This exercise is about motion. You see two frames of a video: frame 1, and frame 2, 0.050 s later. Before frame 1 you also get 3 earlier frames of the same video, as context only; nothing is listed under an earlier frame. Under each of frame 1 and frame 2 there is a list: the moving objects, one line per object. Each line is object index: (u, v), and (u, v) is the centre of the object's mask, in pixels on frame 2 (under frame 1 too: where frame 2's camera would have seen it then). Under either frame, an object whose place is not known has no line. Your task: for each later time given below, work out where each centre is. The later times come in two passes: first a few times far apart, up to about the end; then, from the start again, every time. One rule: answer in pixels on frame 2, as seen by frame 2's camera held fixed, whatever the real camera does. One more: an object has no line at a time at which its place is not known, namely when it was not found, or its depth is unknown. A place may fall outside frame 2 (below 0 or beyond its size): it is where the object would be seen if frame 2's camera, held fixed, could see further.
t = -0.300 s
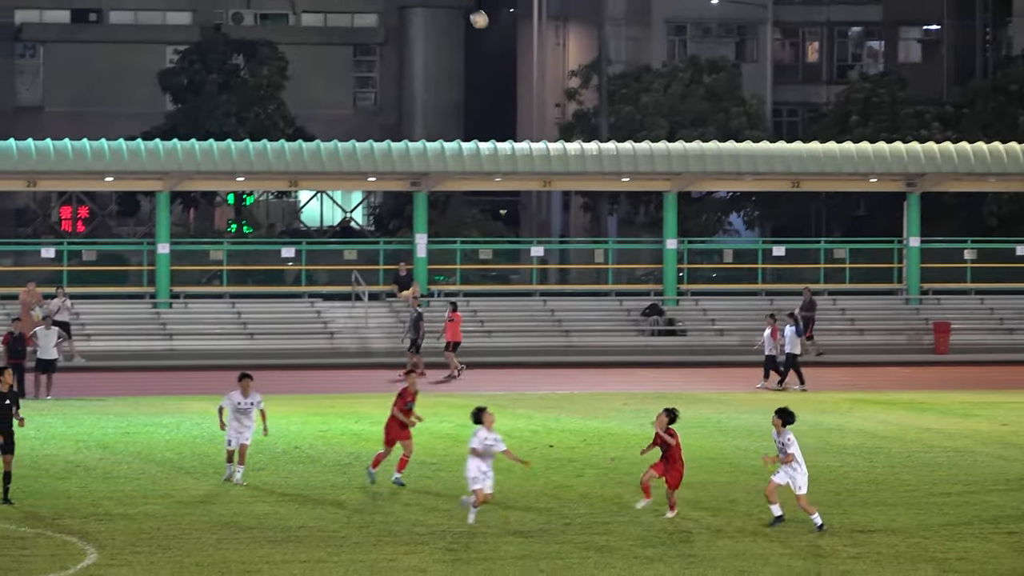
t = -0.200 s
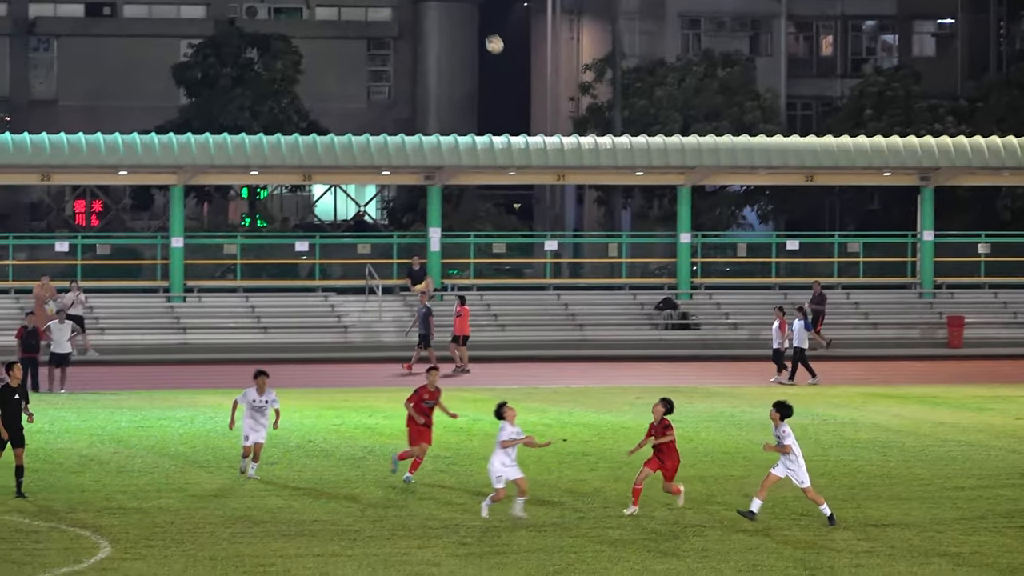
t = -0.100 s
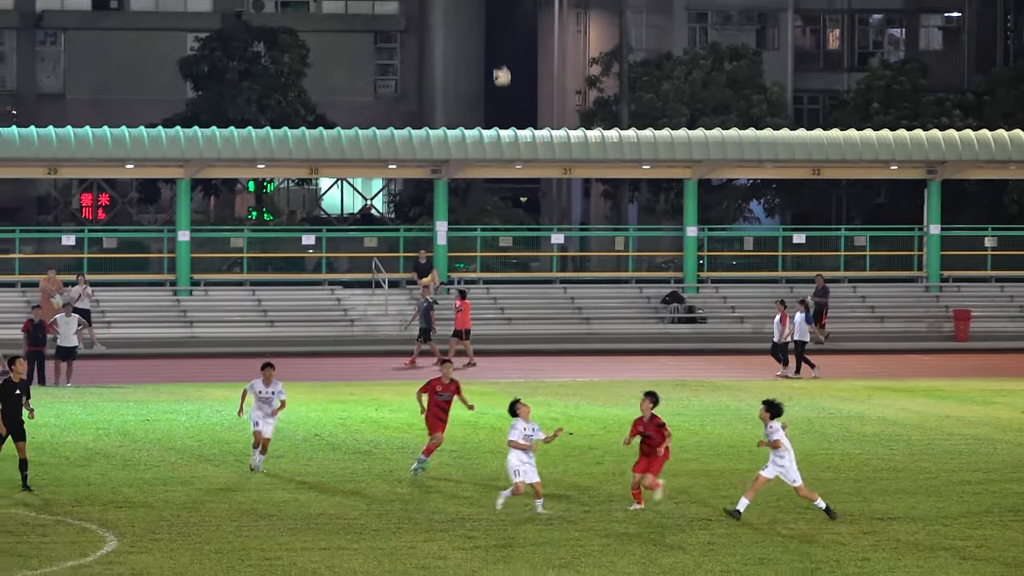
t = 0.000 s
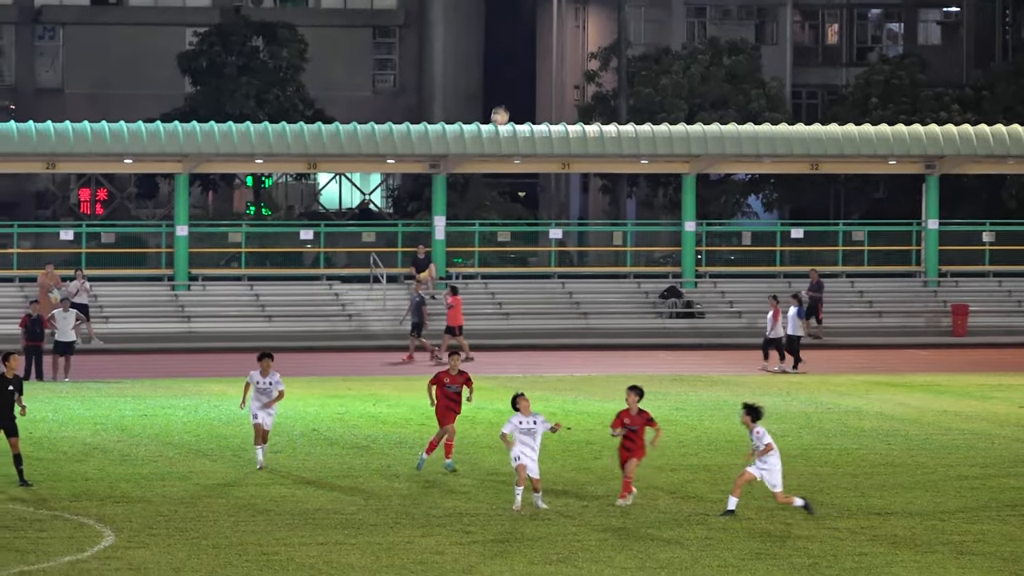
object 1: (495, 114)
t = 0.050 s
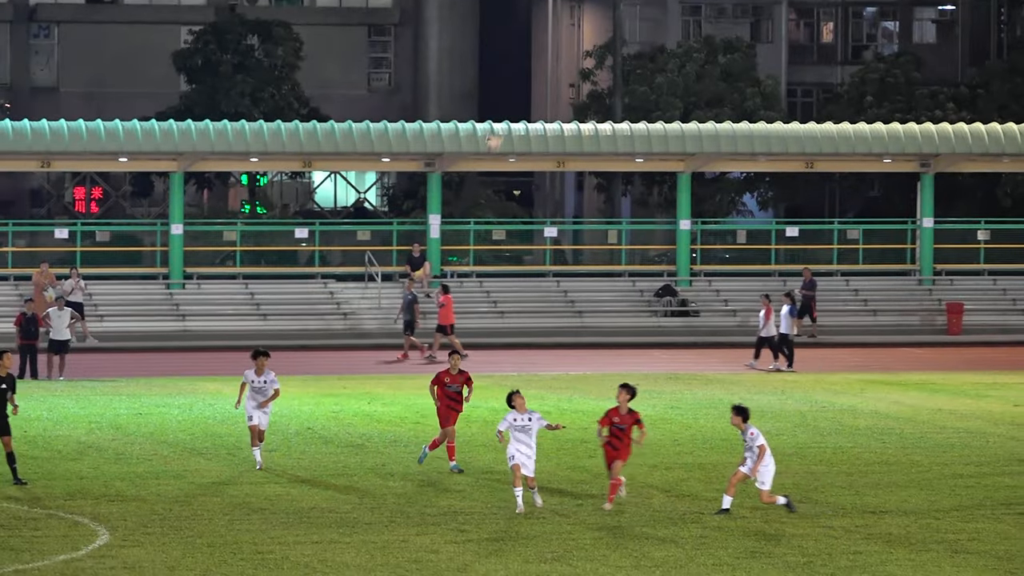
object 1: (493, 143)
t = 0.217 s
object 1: (488, 241)
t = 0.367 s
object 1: (481, 347)
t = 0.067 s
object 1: (493, 151)
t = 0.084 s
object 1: (493, 159)
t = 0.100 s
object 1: (493, 170)
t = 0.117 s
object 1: (492, 180)
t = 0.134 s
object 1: (492, 188)
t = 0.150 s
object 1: (491, 199)
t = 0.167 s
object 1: (491, 207)
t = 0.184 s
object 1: (490, 218)
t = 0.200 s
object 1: (489, 230)
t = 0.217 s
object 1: (488, 241)
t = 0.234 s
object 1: (488, 252)
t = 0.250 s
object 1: (488, 261)
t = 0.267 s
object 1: (486, 275)
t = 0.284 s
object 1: (486, 285)
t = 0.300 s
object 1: (484, 298)
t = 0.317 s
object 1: (484, 308)
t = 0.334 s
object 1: (483, 323)
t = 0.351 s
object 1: (483, 336)
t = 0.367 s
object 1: (481, 347)
